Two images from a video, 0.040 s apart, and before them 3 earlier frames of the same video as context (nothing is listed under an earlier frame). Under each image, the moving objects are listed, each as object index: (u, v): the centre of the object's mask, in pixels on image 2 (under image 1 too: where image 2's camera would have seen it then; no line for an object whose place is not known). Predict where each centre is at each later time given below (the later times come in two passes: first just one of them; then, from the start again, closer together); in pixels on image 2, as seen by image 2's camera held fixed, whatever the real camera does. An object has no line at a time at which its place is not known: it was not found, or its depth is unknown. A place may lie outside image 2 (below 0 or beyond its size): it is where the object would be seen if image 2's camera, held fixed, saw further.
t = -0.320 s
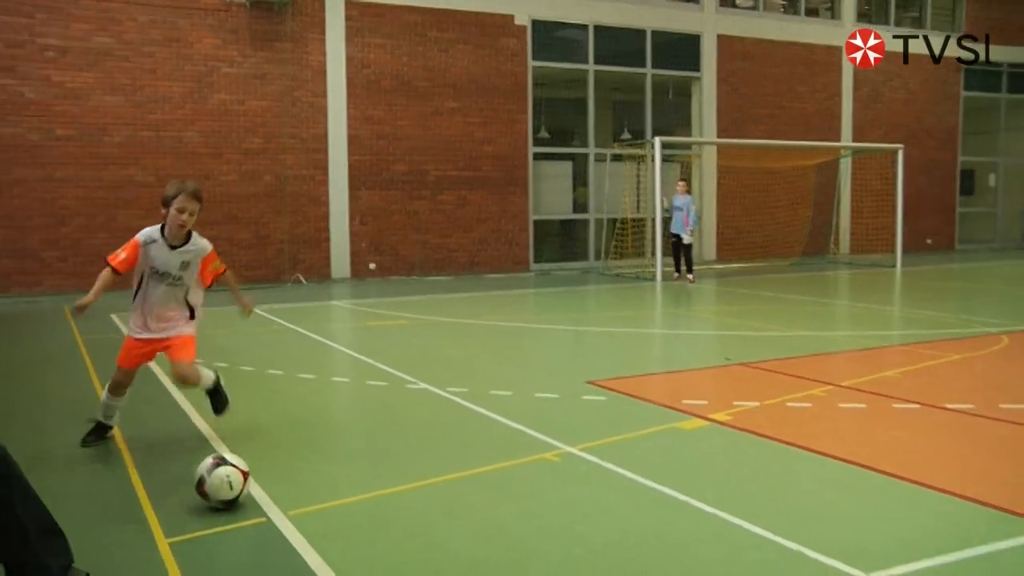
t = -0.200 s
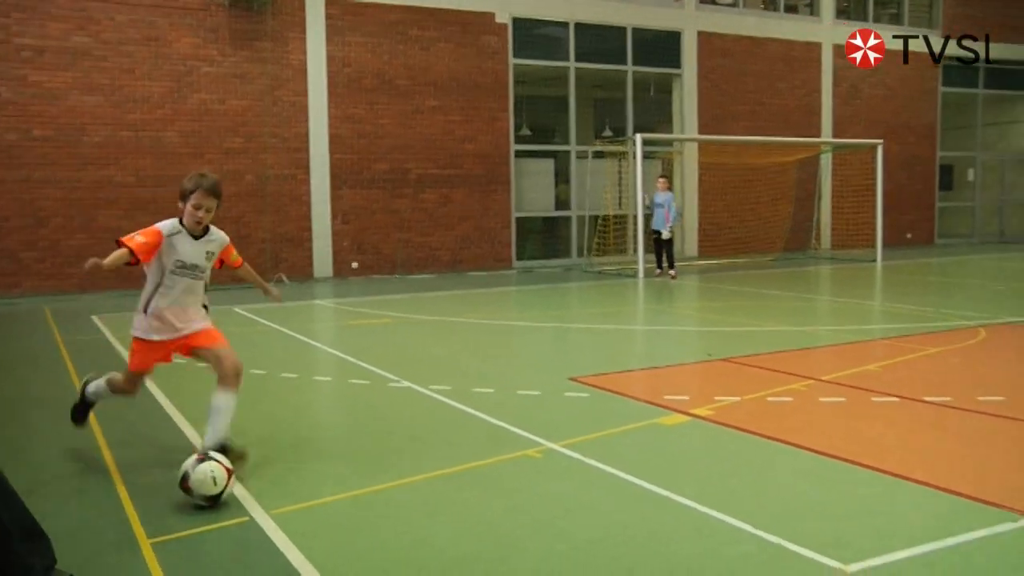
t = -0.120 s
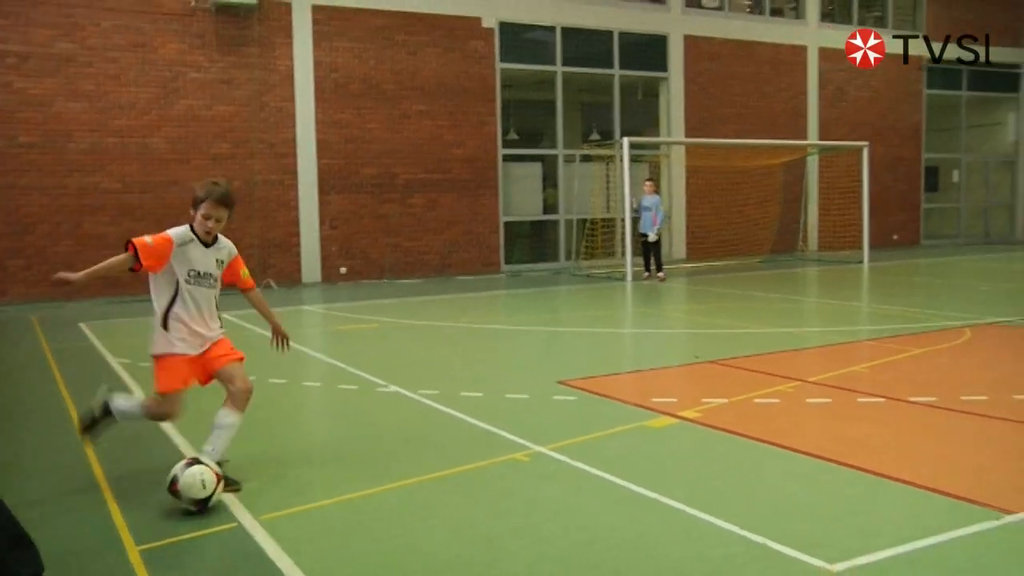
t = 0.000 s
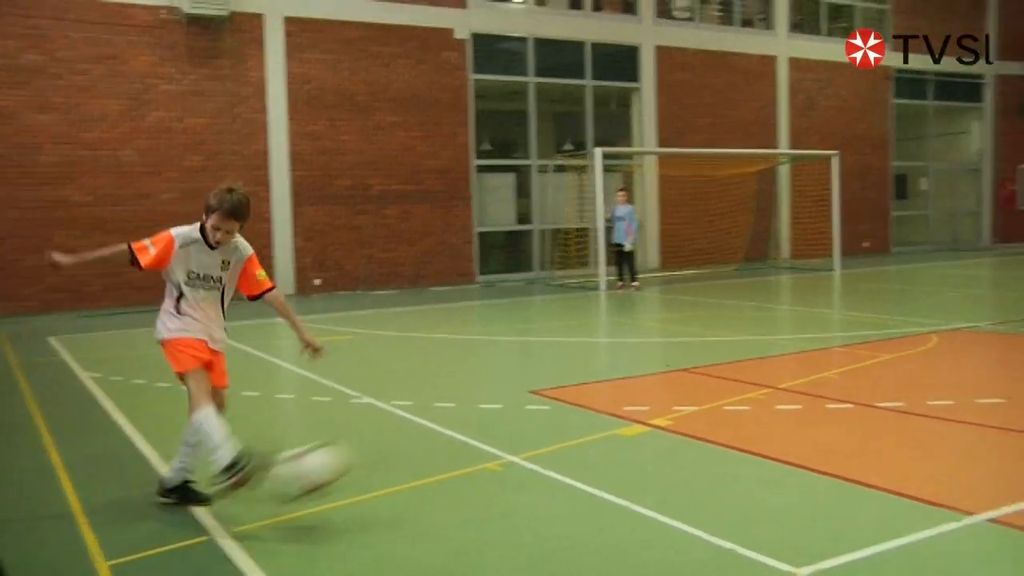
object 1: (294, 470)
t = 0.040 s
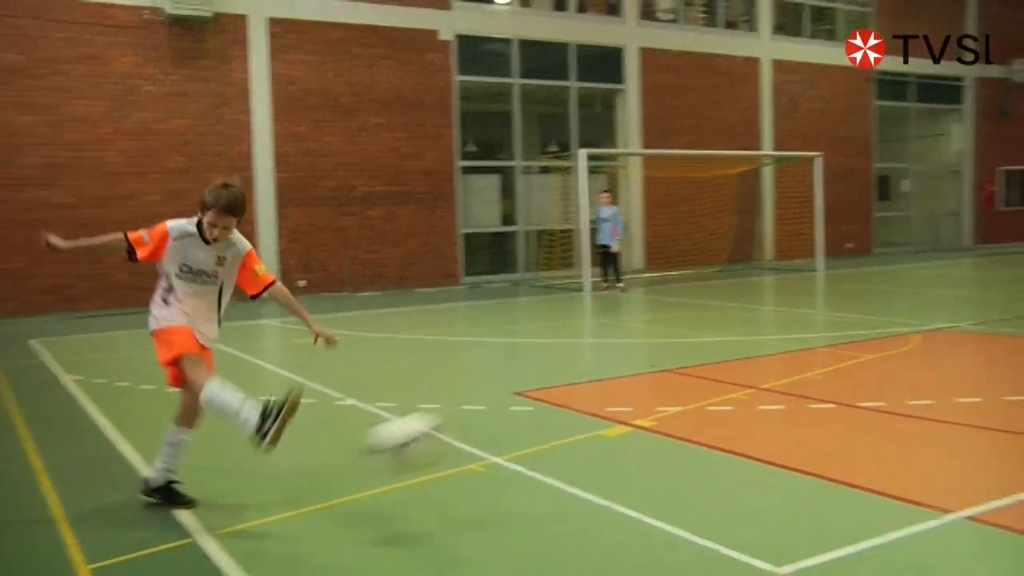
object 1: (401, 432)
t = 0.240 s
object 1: (965, 336)
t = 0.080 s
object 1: (520, 413)
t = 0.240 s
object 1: (965, 336)
